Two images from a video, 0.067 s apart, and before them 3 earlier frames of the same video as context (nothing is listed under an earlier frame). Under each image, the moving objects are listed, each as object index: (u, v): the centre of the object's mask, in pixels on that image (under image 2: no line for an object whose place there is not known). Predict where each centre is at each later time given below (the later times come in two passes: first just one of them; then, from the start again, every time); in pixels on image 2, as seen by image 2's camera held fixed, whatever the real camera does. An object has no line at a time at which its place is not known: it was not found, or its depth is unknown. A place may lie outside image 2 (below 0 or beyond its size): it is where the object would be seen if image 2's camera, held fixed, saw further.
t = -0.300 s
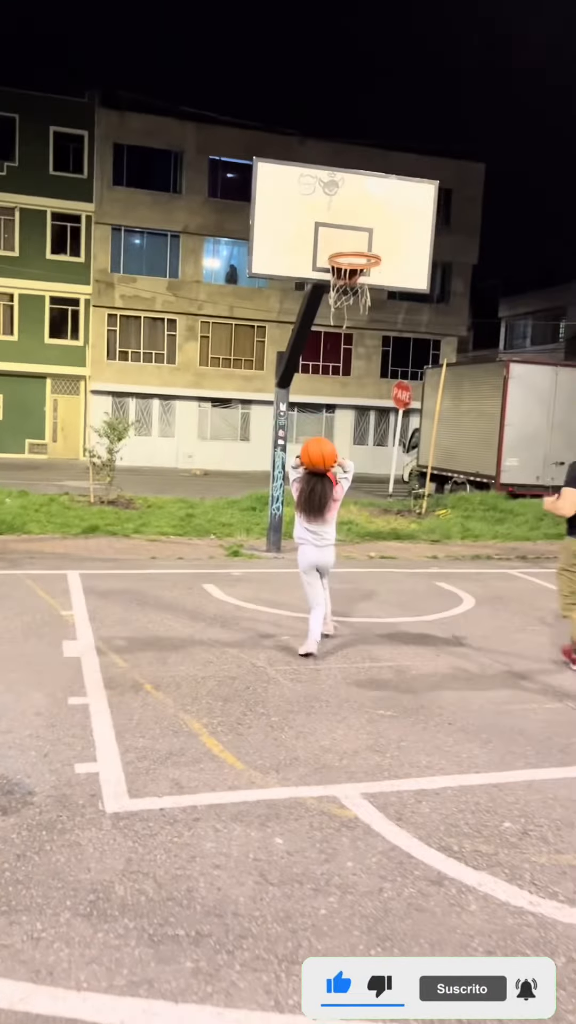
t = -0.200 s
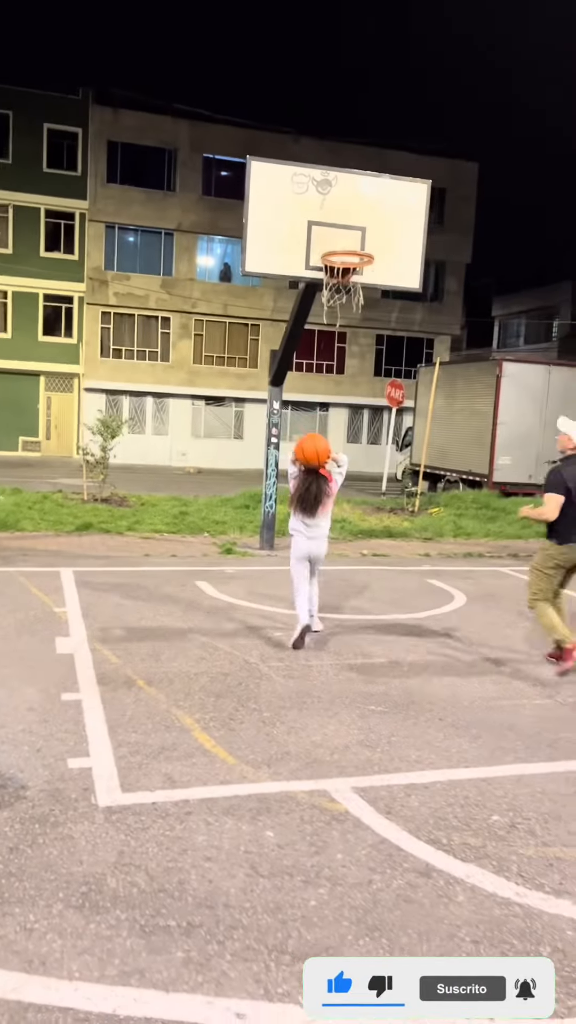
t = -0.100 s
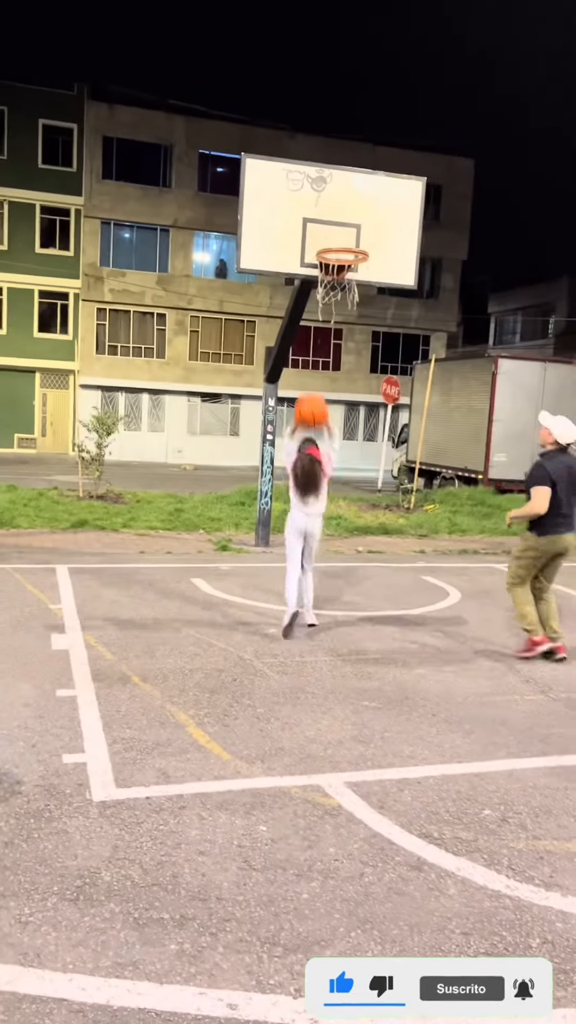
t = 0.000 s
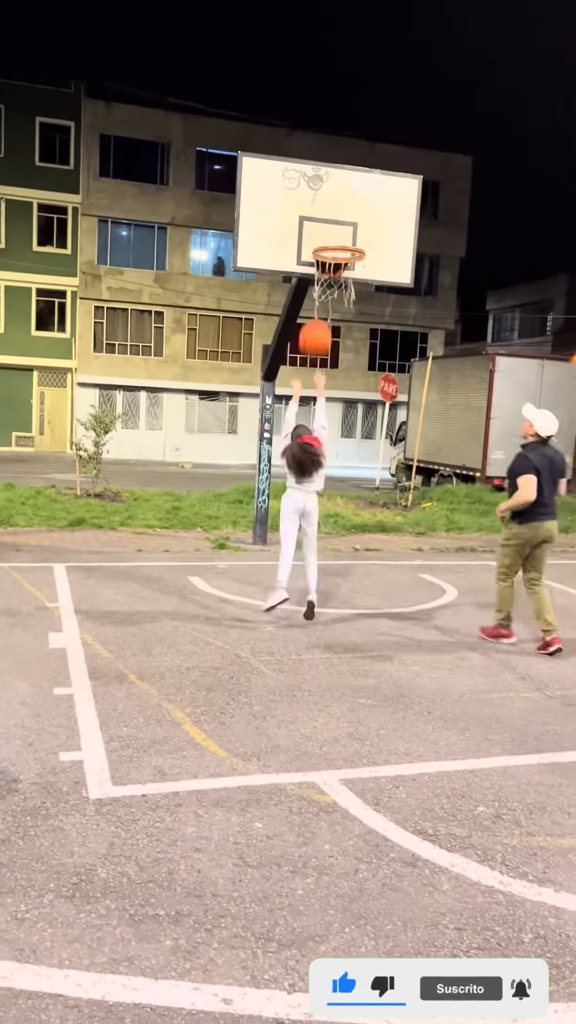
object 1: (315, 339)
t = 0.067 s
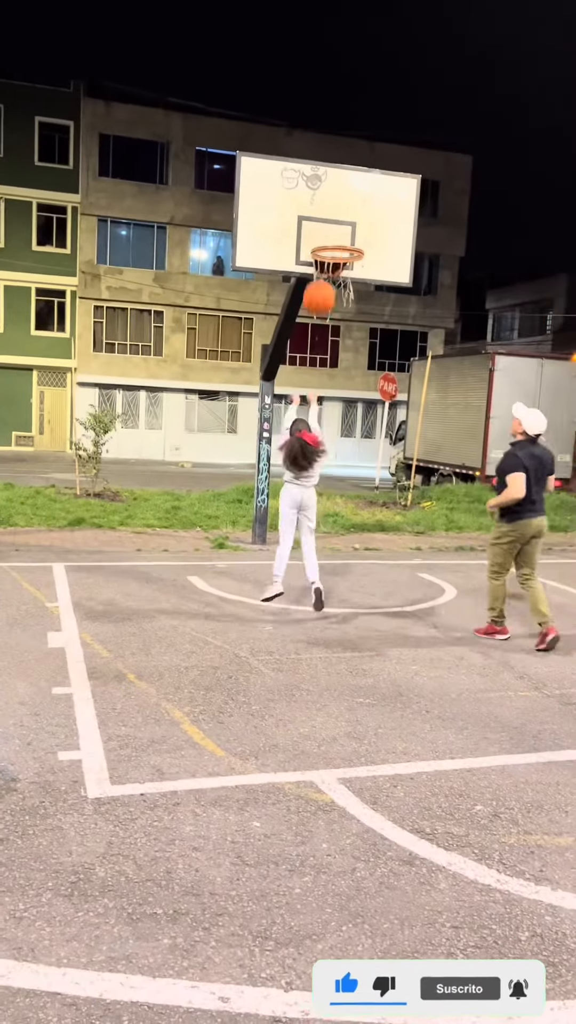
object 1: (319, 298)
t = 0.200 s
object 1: (327, 241)
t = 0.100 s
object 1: (321, 281)
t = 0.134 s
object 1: (323, 266)
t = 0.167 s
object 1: (326, 253)
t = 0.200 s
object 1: (327, 241)
